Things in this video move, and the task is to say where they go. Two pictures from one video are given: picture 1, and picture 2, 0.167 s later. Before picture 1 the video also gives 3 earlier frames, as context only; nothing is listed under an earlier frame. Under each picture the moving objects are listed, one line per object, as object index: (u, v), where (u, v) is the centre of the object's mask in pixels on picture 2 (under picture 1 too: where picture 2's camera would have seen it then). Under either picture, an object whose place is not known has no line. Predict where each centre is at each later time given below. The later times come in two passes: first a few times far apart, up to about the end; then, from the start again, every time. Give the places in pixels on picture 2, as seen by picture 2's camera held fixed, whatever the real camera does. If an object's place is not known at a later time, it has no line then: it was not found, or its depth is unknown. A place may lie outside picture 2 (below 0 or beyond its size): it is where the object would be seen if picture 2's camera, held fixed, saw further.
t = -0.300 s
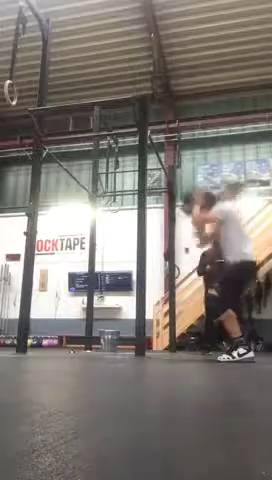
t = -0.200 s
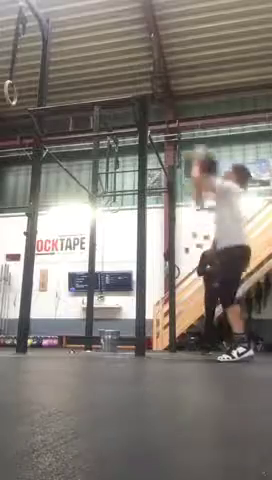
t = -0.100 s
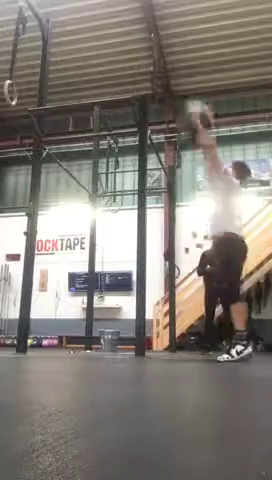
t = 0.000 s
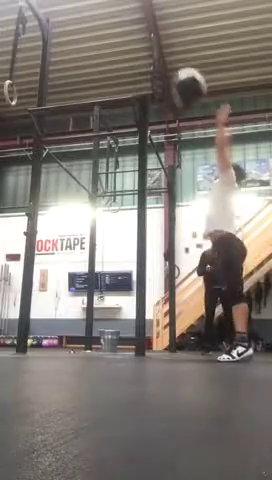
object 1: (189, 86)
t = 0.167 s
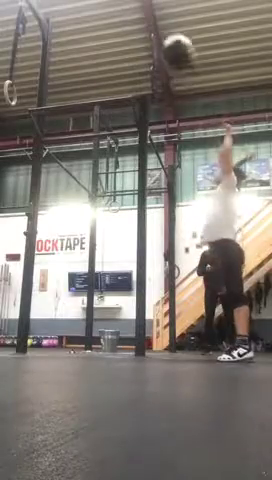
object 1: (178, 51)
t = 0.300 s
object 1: (169, 41)
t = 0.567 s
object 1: (176, 53)
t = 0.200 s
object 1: (176, 47)
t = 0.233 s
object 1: (174, 44)
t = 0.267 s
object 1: (171, 42)
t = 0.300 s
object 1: (169, 41)
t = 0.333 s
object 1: (168, 41)
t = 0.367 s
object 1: (168, 41)
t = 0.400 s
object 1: (168, 41)
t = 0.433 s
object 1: (169, 41)
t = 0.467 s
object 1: (171, 43)
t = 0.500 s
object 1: (172, 46)
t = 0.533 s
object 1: (175, 48)
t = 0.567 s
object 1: (176, 53)
